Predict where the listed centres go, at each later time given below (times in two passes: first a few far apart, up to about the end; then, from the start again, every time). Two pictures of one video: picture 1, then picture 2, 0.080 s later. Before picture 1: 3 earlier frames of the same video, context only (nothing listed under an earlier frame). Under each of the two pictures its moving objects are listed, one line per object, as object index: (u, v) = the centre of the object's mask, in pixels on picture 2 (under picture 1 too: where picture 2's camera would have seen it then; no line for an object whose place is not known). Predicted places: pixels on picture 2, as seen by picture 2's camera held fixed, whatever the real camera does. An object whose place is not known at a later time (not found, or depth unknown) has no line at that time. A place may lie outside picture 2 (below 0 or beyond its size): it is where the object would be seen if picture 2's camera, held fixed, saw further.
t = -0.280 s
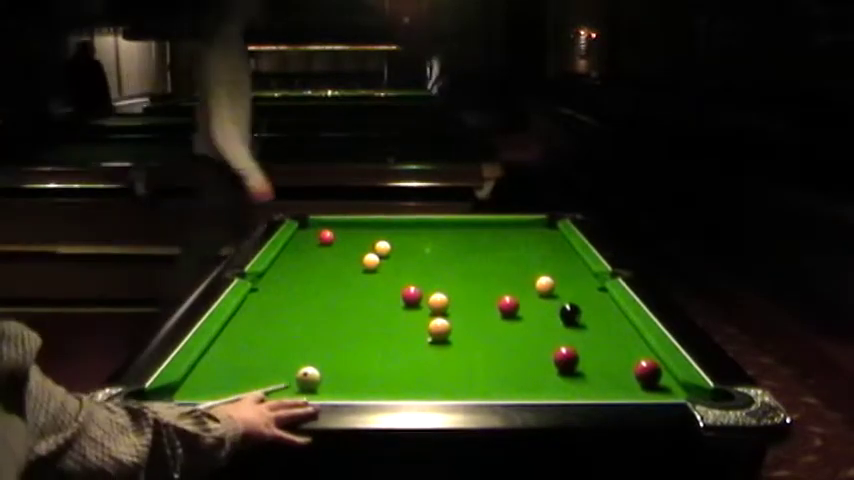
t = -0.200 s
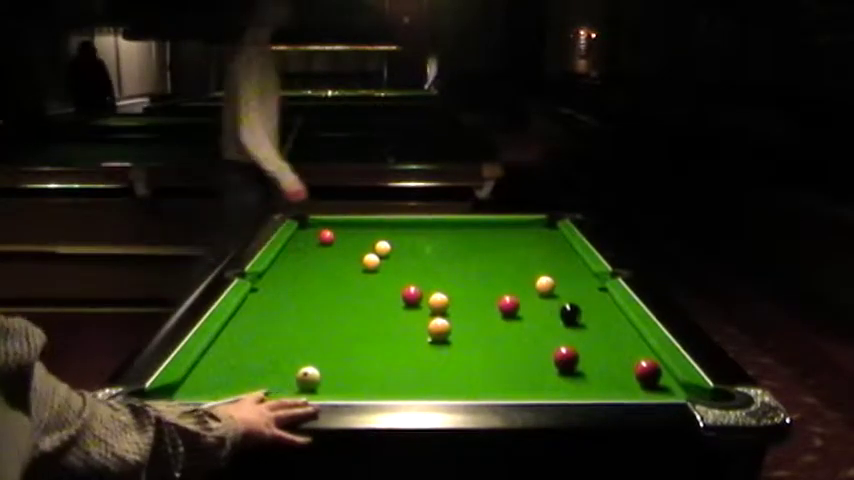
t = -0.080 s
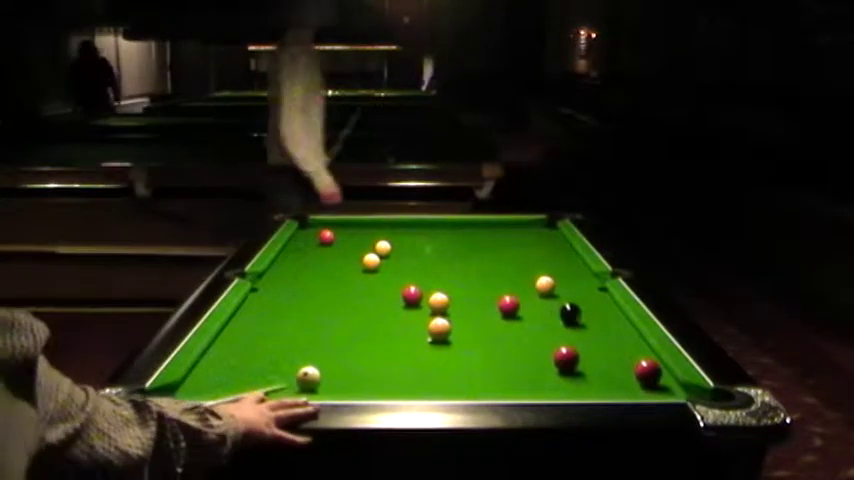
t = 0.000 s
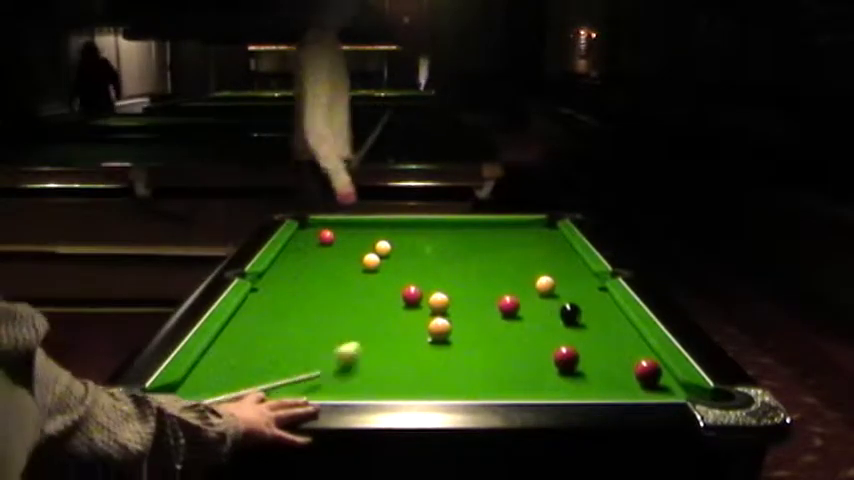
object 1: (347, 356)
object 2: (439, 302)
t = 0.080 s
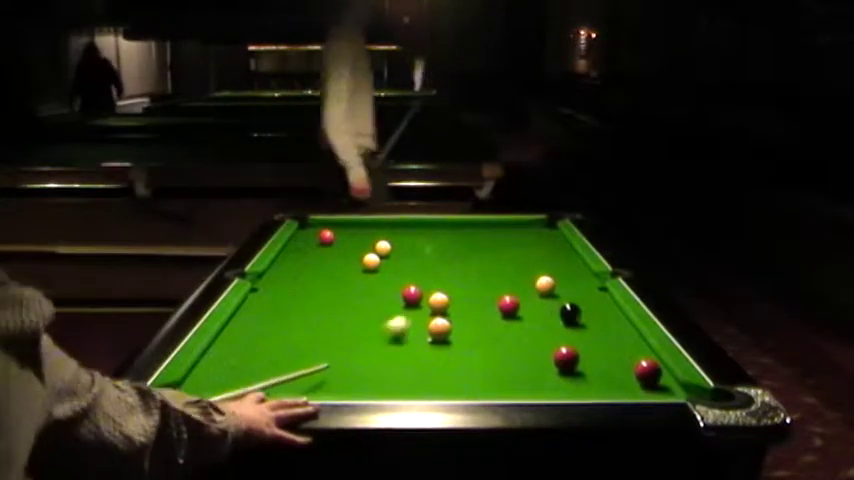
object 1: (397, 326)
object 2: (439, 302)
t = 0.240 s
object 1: (441, 308)
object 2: (460, 286)
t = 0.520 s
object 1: (468, 307)
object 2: (502, 252)
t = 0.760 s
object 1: (487, 307)
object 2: (526, 234)
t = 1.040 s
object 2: (546, 220)
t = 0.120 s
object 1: (417, 315)
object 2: (439, 302)
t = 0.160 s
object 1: (434, 307)
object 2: (442, 297)
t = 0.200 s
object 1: (437, 307)
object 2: (451, 293)
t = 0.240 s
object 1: (441, 308)
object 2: (460, 286)
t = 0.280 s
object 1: (445, 308)
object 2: (467, 278)
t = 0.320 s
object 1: (449, 308)
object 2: (475, 272)
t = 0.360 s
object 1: (453, 308)
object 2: (481, 268)
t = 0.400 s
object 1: (457, 308)
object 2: (487, 263)
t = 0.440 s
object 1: (461, 308)
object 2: (492, 260)
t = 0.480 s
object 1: (465, 308)
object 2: (497, 255)
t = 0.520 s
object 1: (468, 307)
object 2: (502, 252)
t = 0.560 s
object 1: (472, 307)
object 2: (506, 248)
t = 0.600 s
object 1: (476, 307)
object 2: (510, 245)
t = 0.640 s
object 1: (479, 307)
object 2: (515, 242)
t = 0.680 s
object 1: (482, 307)
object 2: (518, 239)
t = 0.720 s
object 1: (486, 306)
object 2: (522, 236)
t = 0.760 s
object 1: (487, 307)
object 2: (526, 234)
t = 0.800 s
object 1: (488, 306)
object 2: (529, 230)
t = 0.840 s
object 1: (488, 307)
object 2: (533, 227)
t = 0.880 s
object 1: (488, 306)
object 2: (536, 225)
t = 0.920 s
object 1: (489, 306)
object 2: (539, 222)
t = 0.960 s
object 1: (489, 306)
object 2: (547, 221)
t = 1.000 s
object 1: (489, 305)
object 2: (551, 221)
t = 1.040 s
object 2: (546, 220)
